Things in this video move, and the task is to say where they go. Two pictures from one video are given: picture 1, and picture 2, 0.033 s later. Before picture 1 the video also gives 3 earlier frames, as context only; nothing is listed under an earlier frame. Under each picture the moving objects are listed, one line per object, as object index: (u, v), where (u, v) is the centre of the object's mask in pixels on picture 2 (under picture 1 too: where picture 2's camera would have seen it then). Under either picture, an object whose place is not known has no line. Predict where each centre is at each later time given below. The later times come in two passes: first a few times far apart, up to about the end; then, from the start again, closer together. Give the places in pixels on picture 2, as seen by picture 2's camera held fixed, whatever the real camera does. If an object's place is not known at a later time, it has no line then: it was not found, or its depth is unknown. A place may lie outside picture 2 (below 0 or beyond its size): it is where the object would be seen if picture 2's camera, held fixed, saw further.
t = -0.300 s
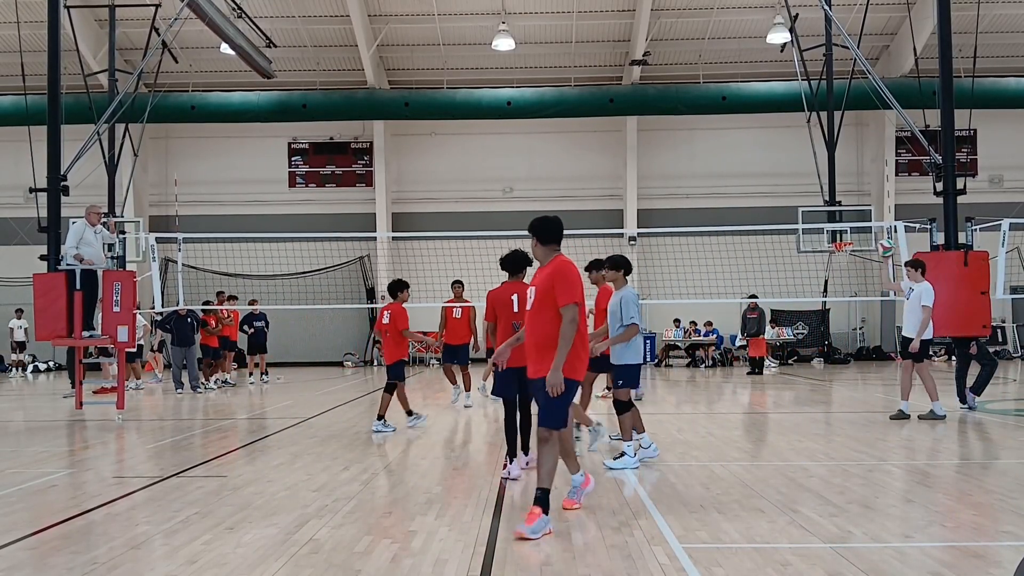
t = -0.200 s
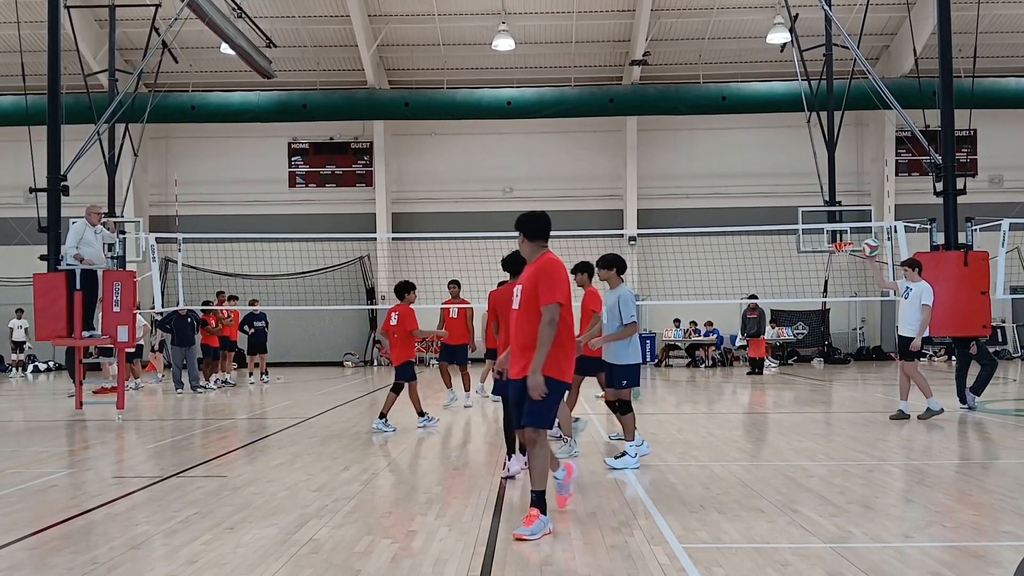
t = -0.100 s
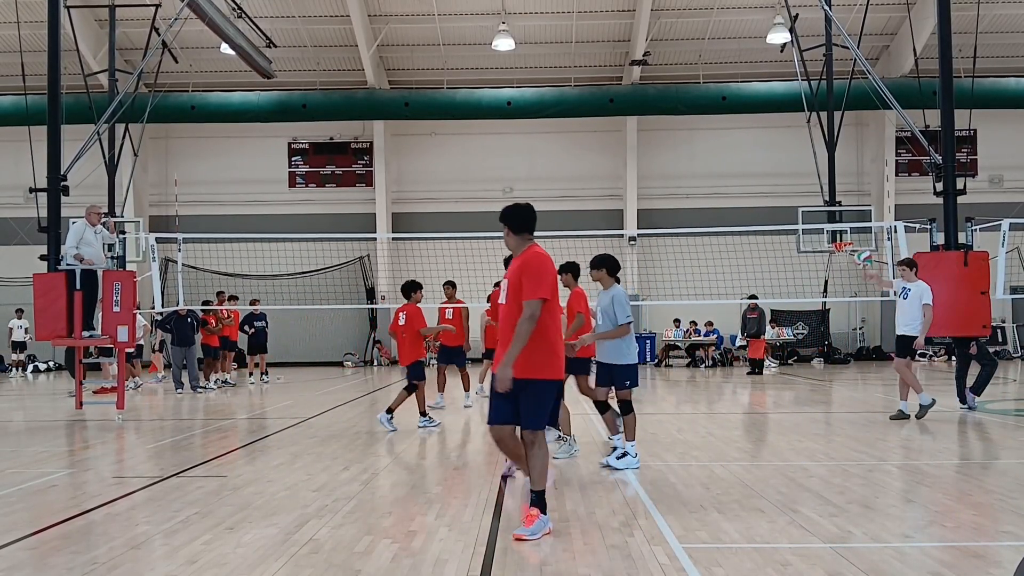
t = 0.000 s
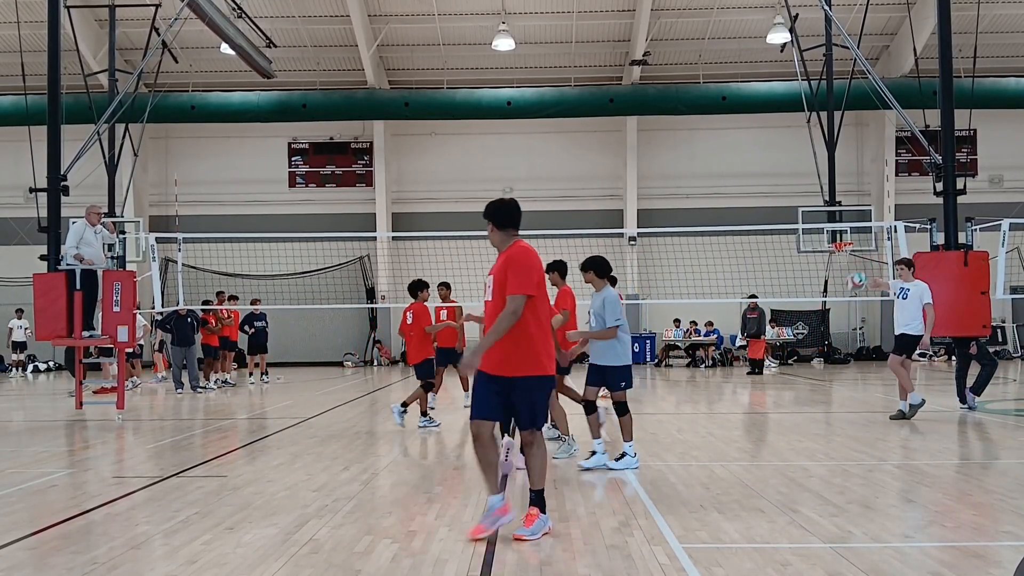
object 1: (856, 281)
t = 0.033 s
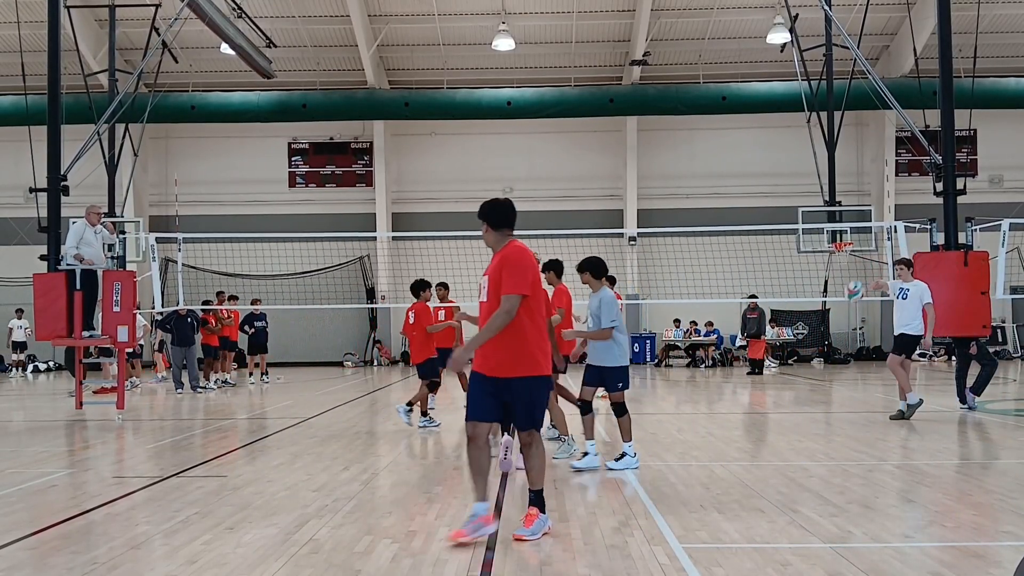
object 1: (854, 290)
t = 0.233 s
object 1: (839, 382)
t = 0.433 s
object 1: (823, 392)
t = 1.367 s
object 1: (756, 469)
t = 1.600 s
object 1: (725, 384)
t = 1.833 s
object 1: (691, 378)
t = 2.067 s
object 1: (655, 479)
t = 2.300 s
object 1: (612, 483)
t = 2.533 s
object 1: (559, 468)
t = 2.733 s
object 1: (504, 559)
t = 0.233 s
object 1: (839, 382)
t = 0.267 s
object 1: (837, 403)
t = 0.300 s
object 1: (835, 426)
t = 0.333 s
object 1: (831, 440)
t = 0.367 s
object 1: (828, 422)
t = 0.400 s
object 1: (826, 406)
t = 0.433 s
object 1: (823, 392)
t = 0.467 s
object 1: (821, 377)
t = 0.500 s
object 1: (818, 364)
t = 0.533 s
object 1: (816, 353)
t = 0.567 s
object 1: (813, 343)
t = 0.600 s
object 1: (811, 333)
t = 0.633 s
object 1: (809, 325)
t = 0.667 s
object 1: (807, 318)
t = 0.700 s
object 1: (804, 313)
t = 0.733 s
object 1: (802, 308)
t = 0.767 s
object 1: (800, 304)
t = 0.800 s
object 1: (797, 302)
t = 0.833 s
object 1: (795, 301)
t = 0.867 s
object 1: (792, 302)
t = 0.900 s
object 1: (790, 304)
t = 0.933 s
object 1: (788, 308)
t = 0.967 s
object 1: (785, 314)
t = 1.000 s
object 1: (783, 320)
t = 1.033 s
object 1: (780, 328)
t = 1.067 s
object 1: (779, 339)
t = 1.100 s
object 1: (776, 350)
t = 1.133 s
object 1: (773, 362)
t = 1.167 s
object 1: (772, 378)
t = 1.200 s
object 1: (769, 395)
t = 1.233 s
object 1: (767, 415)
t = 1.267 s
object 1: (765, 438)
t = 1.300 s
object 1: (763, 460)
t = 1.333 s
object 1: (760, 485)
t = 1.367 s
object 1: (756, 469)
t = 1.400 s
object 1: (751, 452)
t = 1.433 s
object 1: (747, 438)
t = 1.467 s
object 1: (743, 425)
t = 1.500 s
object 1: (738, 412)
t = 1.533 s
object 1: (734, 402)
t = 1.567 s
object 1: (729, 392)
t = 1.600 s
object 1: (725, 384)
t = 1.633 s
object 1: (720, 377)
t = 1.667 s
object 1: (715, 374)
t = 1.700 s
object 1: (711, 370)
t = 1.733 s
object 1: (706, 370)
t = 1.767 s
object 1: (701, 371)
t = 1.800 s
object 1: (697, 374)
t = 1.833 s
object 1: (691, 378)
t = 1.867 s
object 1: (686, 385)
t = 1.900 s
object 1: (681, 396)
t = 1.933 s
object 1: (677, 406)
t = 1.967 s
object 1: (672, 421)
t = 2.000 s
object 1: (666, 436)
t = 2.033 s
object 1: (660, 457)
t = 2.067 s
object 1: (655, 479)
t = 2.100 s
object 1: (650, 505)
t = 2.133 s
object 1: (645, 533)
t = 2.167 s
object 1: (639, 541)
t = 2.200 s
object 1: (632, 523)
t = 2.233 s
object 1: (625, 508)
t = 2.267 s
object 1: (619, 494)
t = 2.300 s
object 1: (612, 483)
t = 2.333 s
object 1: (605, 474)
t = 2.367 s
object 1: (598, 467)
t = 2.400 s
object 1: (590, 463)
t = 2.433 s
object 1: (583, 460)
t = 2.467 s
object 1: (576, 460)
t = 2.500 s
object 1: (568, 462)
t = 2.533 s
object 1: (559, 468)
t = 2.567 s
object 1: (550, 476)
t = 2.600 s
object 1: (542, 487)
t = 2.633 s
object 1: (533, 504)
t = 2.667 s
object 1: (523, 521)
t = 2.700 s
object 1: (514, 545)
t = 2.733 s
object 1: (504, 559)
